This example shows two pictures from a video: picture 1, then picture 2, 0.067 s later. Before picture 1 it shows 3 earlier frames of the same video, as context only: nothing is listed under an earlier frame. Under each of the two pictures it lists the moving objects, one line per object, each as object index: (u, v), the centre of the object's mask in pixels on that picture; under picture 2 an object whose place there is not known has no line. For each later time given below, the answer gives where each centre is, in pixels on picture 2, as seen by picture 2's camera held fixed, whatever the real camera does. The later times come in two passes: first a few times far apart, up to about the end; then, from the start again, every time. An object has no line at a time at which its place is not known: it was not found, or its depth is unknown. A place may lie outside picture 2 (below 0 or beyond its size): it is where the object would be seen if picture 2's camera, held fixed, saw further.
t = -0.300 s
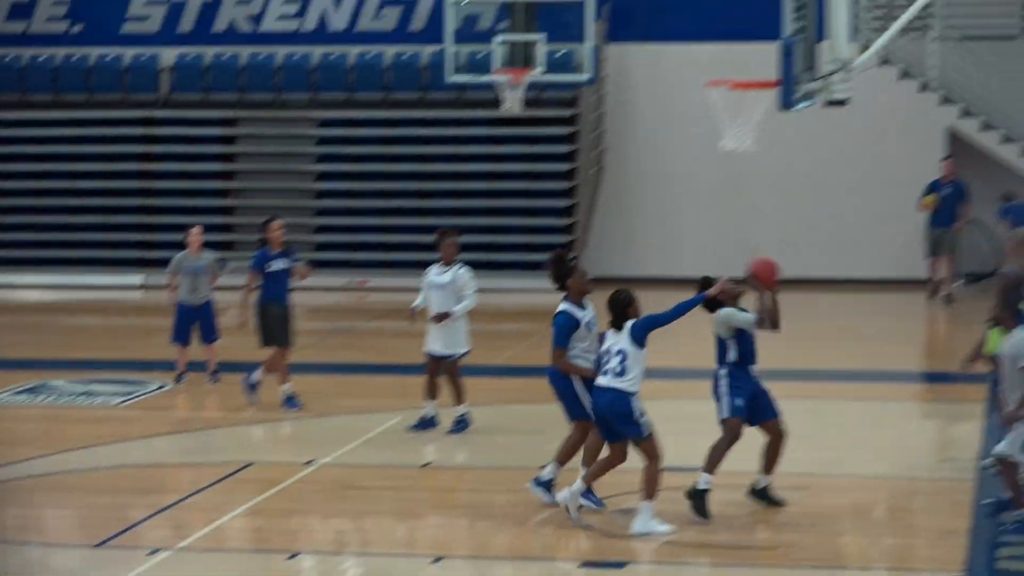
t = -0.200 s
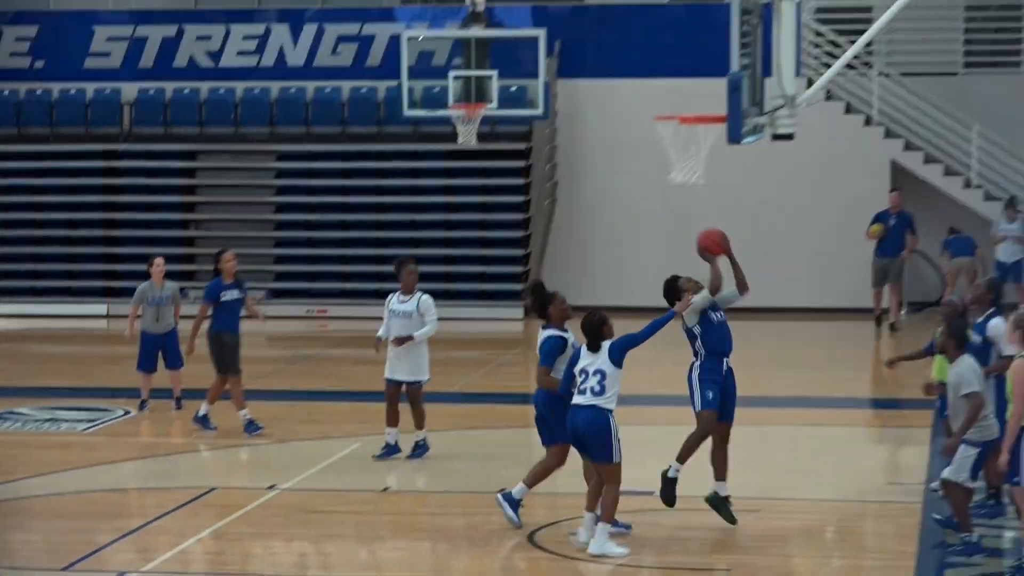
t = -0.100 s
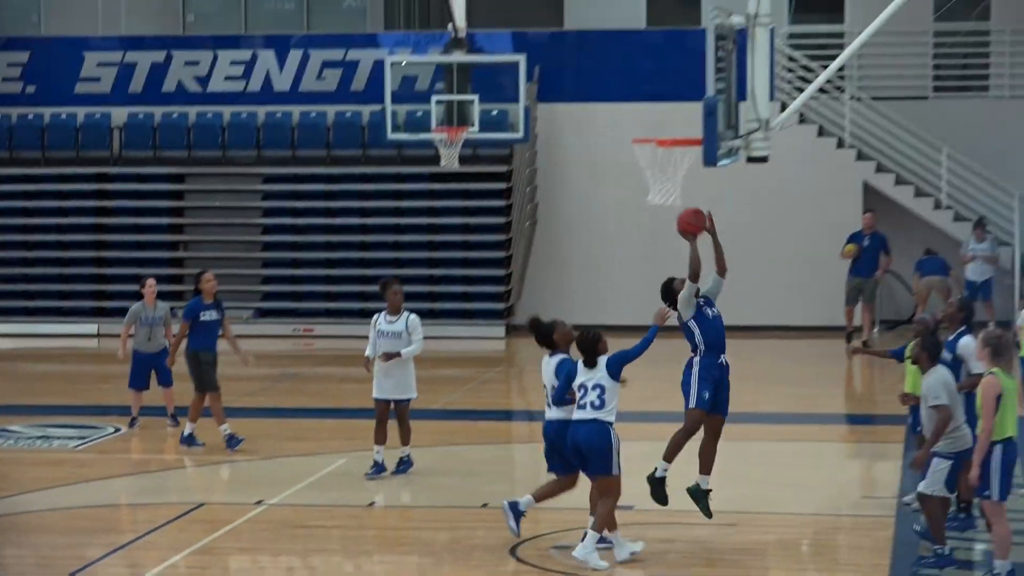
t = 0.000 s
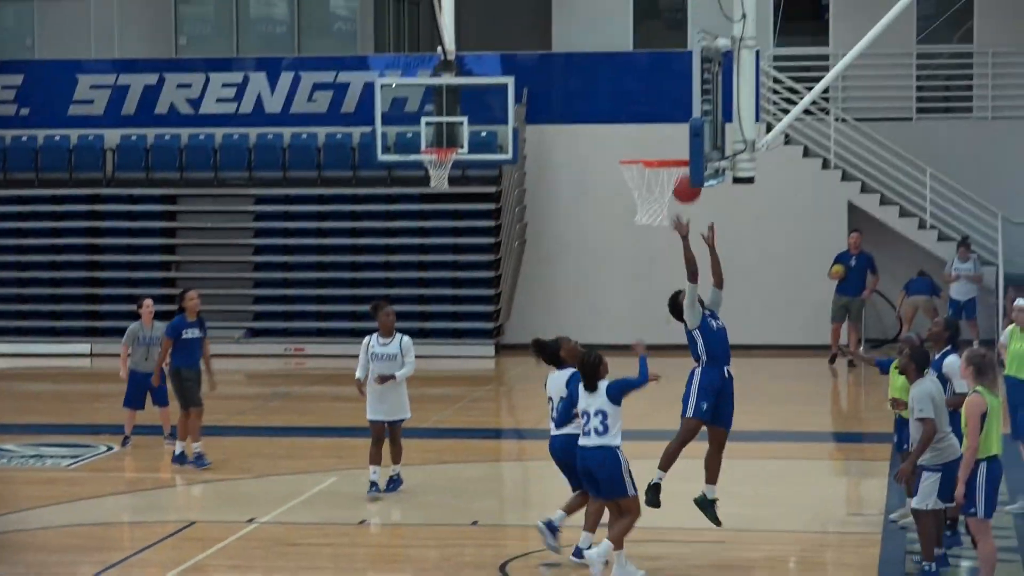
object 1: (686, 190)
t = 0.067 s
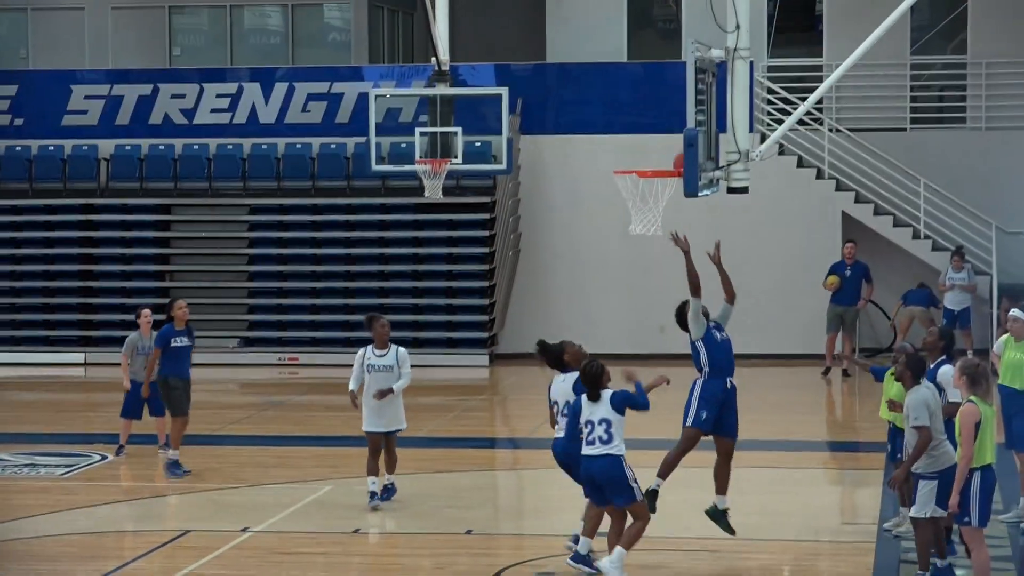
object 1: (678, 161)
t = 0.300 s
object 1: (661, 137)
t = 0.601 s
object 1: (625, 203)
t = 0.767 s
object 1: (624, 246)
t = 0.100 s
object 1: (678, 155)
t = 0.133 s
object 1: (676, 148)
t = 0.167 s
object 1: (674, 143)
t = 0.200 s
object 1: (672, 140)
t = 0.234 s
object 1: (669, 137)
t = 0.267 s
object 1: (666, 137)
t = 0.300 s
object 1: (661, 137)
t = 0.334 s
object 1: (657, 140)
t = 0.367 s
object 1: (653, 143)
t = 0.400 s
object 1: (648, 148)
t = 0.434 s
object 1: (644, 154)
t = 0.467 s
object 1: (639, 159)
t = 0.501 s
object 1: (635, 168)
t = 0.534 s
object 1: (631, 181)
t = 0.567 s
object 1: (627, 191)
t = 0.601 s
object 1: (625, 203)
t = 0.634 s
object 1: (623, 210)
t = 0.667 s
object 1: (623, 217)
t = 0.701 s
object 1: (625, 230)
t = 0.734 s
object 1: (624, 235)
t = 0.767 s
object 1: (624, 246)
